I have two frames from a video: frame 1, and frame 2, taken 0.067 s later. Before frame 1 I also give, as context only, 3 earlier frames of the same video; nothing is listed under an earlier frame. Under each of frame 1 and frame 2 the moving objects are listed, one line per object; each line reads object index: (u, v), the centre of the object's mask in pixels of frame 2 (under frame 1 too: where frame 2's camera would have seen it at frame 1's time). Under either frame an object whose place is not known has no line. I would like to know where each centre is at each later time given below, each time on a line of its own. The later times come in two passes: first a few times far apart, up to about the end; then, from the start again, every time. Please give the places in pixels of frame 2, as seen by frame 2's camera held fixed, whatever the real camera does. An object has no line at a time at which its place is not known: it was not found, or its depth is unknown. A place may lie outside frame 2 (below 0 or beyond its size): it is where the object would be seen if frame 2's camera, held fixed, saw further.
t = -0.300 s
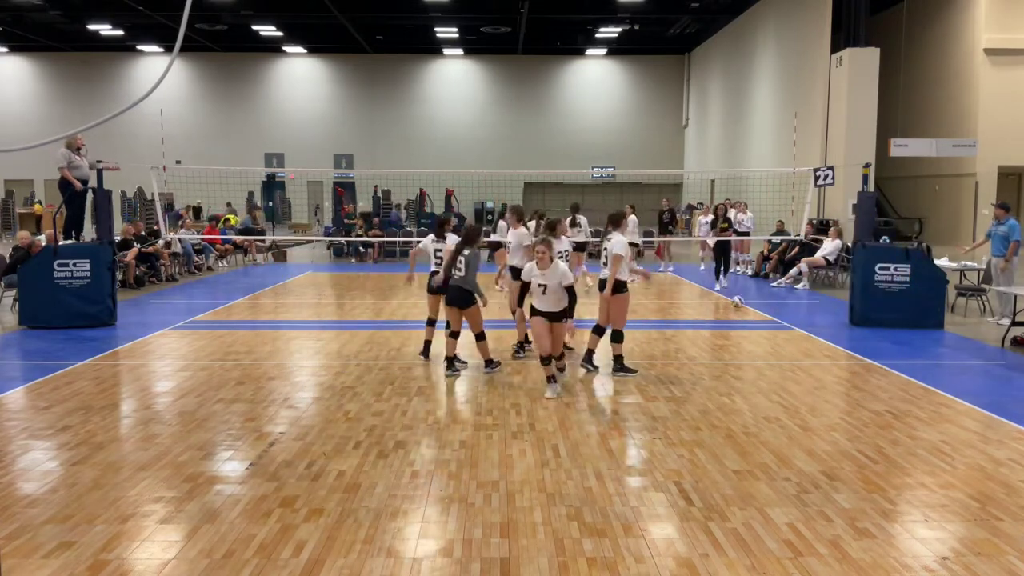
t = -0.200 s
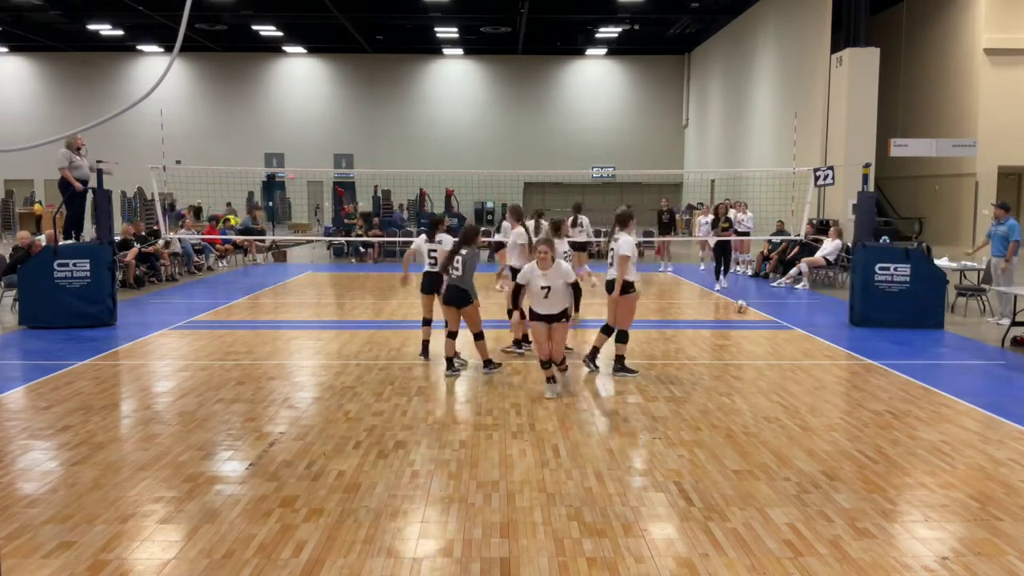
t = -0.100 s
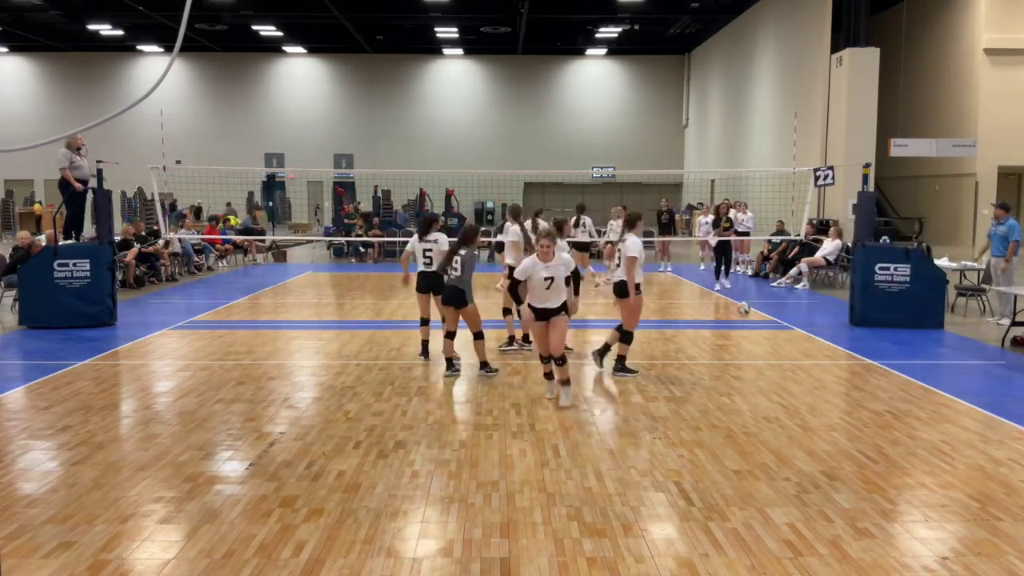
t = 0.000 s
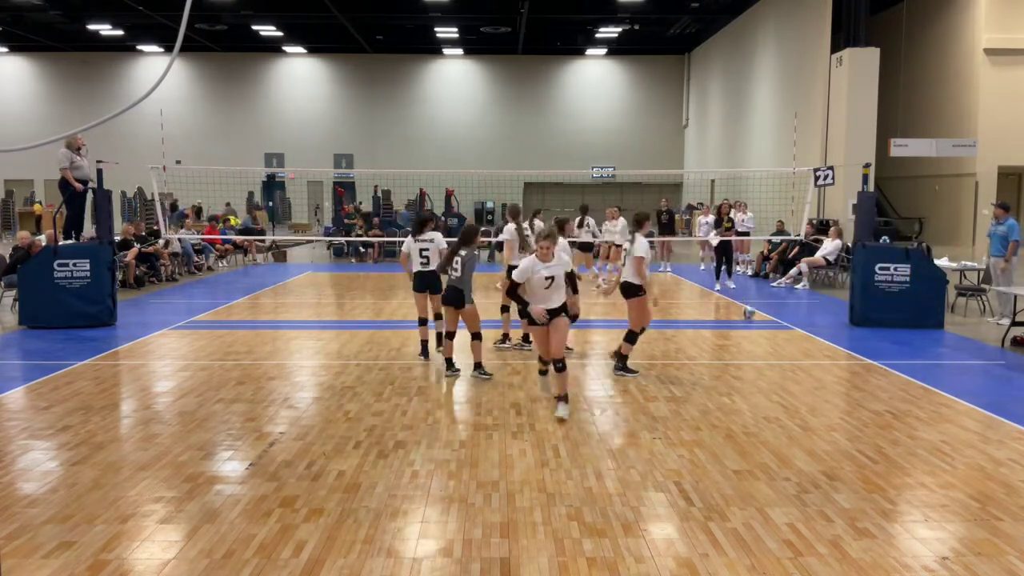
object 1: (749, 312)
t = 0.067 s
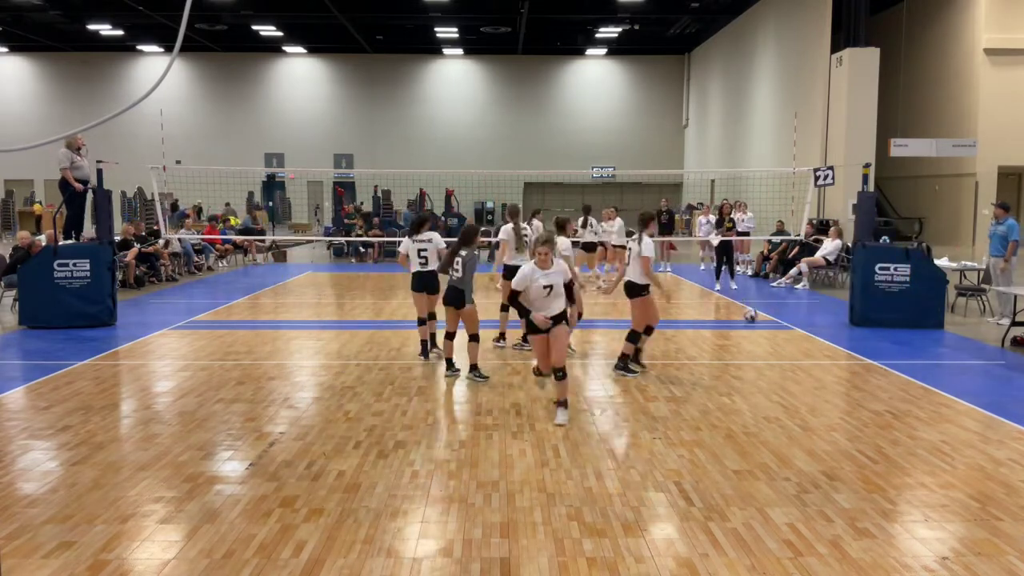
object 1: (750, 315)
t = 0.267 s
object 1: (759, 322)
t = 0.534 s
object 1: (772, 331)
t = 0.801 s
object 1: (786, 344)
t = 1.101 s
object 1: (806, 357)
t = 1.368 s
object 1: (825, 373)
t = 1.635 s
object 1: (849, 391)
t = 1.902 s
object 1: (876, 411)
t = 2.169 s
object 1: (908, 436)
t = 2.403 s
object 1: (943, 462)
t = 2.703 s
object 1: (995, 505)
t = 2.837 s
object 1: (1015, 526)
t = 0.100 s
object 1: (751, 316)
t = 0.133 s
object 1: (754, 318)
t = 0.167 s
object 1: (755, 319)
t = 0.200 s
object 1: (755, 320)
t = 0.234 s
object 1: (757, 322)
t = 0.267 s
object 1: (759, 322)
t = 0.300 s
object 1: (761, 323)
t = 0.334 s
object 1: (761, 324)
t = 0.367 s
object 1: (764, 326)
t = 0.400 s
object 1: (766, 327)
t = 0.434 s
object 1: (767, 327)
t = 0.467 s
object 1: (768, 329)
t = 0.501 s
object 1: (771, 330)
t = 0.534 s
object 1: (772, 331)
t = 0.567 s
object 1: (773, 334)
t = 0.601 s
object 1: (775, 335)
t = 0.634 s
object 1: (777, 336)
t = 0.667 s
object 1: (779, 338)
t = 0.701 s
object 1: (781, 340)
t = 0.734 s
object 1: (783, 341)
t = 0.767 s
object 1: (785, 342)
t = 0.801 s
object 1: (786, 344)
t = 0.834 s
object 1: (789, 346)
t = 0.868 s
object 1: (791, 347)
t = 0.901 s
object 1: (793, 348)
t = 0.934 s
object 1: (795, 350)
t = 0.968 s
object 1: (797, 351)
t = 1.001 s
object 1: (800, 353)
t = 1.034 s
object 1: (802, 355)
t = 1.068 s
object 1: (803, 357)
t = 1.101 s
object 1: (806, 357)
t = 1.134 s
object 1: (809, 360)
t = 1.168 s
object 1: (810, 362)
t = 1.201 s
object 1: (812, 364)
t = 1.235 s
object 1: (815, 365)
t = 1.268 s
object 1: (818, 368)
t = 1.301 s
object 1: (820, 369)
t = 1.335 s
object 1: (823, 372)
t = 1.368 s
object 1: (825, 373)
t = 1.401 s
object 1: (828, 375)
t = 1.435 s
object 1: (832, 378)
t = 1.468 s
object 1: (834, 379)
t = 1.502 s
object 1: (837, 381)
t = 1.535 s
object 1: (840, 383)
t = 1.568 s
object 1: (842, 387)
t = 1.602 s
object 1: (846, 389)
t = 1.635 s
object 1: (849, 391)
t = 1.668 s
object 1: (853, 394)
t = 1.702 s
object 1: (855, 396)
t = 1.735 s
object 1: (859, 398)
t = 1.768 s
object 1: (862, 401)
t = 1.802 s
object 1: (865, 403)
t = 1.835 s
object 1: (869, 406)
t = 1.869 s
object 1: (873, 409)
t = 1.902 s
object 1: (876, 411)
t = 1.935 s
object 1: (880, 414)
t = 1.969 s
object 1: (883, 417)
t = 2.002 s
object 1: (888, 420)
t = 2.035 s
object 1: (892, 423)
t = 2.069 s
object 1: (896, 427)
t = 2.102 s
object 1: (900, 430)
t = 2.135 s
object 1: (904, 433)
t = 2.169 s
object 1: (908, 436)
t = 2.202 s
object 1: (913, 440)
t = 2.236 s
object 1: (918, 443)
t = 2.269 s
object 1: (922, 448)
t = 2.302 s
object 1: (927, 450)
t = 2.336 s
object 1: (932, 455)
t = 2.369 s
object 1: (937, 458)
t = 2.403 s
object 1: (943, 462)
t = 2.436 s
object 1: (947, 467)
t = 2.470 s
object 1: (953, 471)
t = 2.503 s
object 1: (958, 476)
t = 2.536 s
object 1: (964, 481)
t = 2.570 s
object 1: (970, 484)
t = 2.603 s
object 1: (976, 489)
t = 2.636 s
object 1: (983, 495)
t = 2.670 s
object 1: (989, 500)
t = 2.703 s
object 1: (995, 505)
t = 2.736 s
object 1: (1004, 511)
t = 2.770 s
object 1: (1008, 516)
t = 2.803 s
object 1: (1012, 521)
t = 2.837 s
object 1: (1015, 526)
